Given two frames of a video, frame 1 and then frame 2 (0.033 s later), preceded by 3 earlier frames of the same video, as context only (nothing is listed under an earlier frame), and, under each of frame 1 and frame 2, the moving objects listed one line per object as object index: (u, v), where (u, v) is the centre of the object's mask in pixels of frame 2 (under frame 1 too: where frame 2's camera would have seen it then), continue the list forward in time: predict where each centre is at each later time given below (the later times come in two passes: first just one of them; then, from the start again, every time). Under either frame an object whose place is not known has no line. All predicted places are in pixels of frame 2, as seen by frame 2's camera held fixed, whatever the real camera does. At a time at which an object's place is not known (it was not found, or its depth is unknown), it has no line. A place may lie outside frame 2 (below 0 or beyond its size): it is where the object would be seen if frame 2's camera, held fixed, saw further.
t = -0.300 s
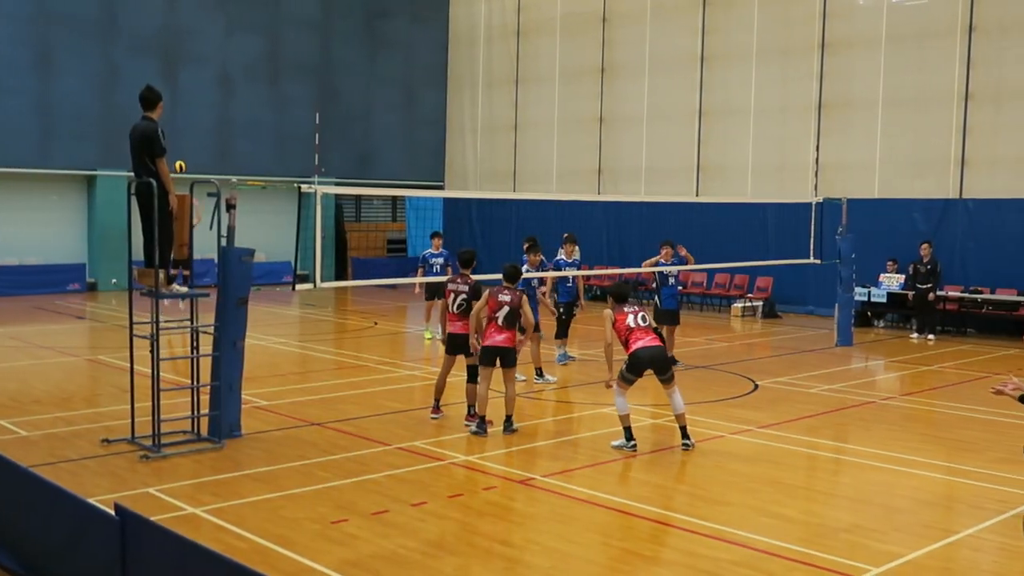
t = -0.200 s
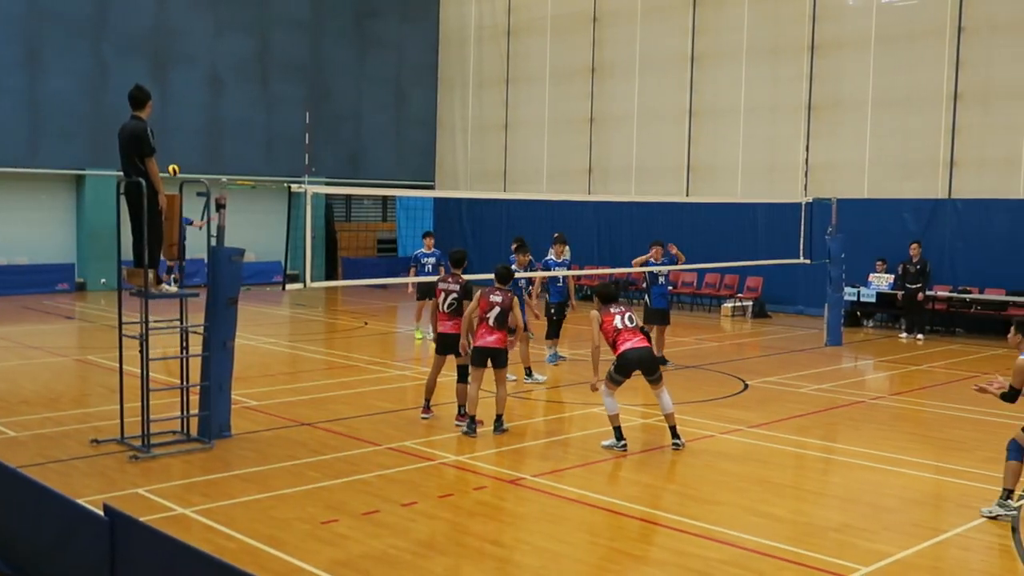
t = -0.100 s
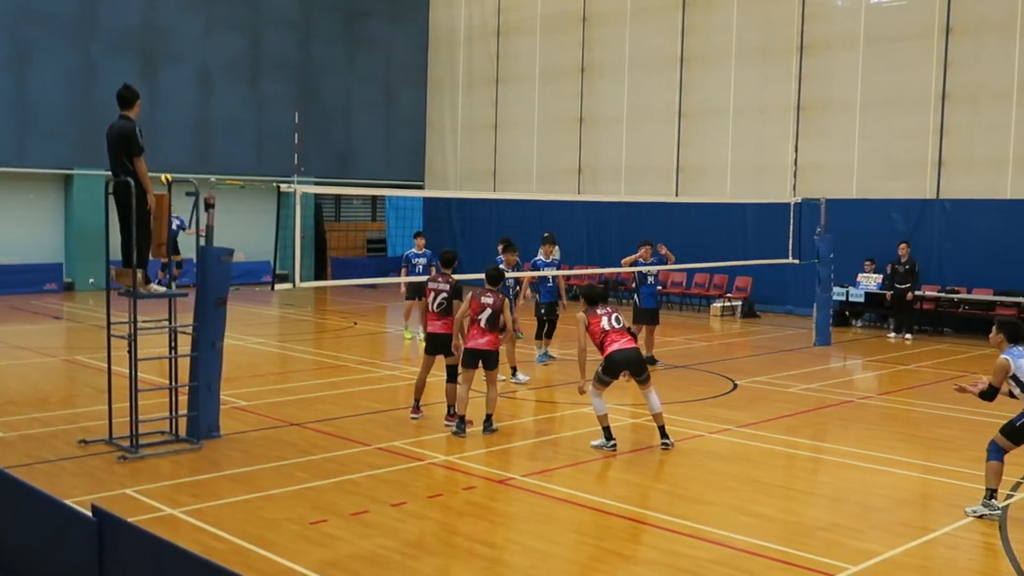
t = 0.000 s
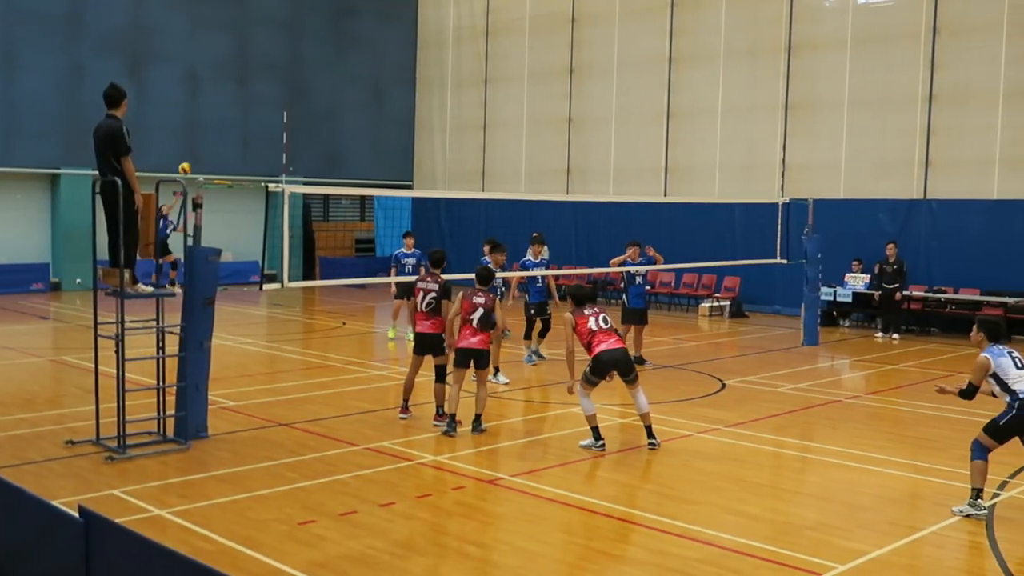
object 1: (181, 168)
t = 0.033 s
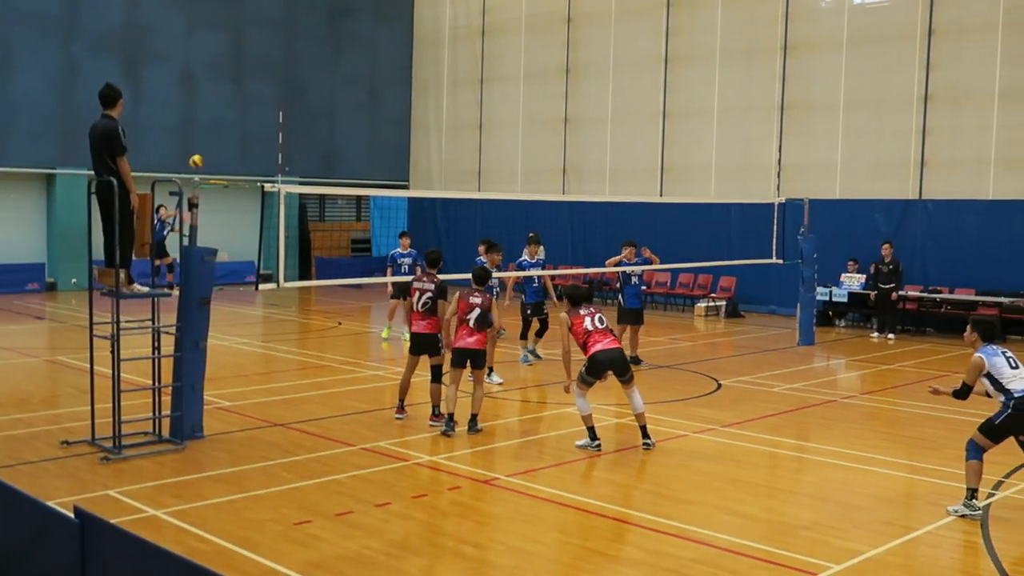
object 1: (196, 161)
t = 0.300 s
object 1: (331, 118)
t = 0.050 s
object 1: (204, 158)
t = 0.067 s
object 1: (212, 153)
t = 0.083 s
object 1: (220, 150)
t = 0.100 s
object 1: (228, 147)
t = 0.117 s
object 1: (236, 144)
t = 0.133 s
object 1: (244, 140)
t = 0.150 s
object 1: (253, 137)
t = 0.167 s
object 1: (261, 135)
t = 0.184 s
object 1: (269, 132)
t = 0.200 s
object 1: (278, 130)
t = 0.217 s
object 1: (286, 127)
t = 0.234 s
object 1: (295, 126)
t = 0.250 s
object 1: (304, 124)
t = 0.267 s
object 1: (313, 122)
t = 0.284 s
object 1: (322, 120)
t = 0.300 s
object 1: (331, 118)
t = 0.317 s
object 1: (340, 117)
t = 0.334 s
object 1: (349, 117)
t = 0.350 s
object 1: (358, 116)
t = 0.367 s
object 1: (368, 116)
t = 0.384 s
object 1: (378, 115)
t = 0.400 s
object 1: (388, 115)
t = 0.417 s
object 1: (398, 115)
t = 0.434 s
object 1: (409, 114)
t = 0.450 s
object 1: (419, 115)
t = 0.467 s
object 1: (430, 116)
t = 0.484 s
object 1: (441, 117)
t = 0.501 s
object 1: (453, 118)
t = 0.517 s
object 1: (463, 120)
